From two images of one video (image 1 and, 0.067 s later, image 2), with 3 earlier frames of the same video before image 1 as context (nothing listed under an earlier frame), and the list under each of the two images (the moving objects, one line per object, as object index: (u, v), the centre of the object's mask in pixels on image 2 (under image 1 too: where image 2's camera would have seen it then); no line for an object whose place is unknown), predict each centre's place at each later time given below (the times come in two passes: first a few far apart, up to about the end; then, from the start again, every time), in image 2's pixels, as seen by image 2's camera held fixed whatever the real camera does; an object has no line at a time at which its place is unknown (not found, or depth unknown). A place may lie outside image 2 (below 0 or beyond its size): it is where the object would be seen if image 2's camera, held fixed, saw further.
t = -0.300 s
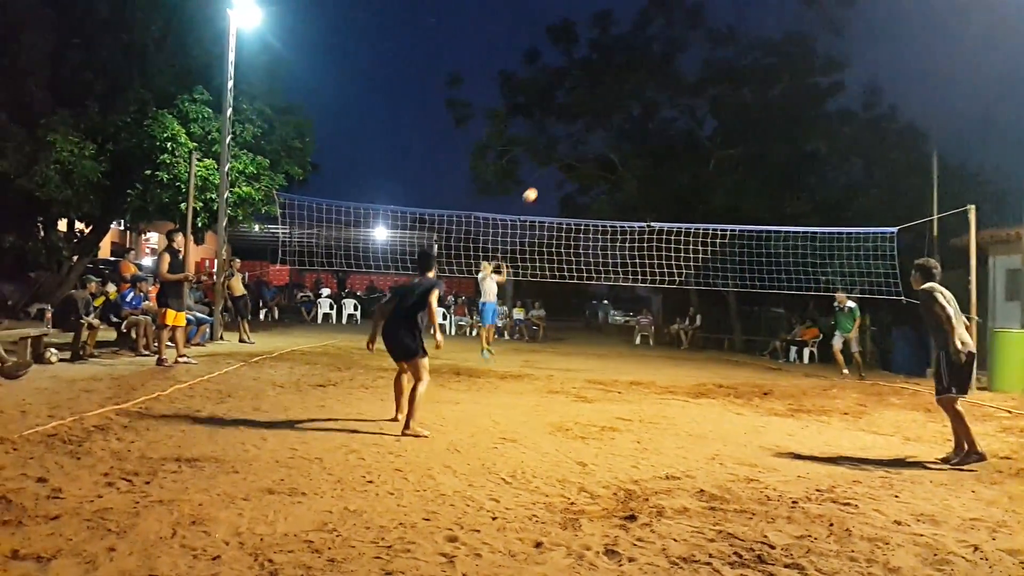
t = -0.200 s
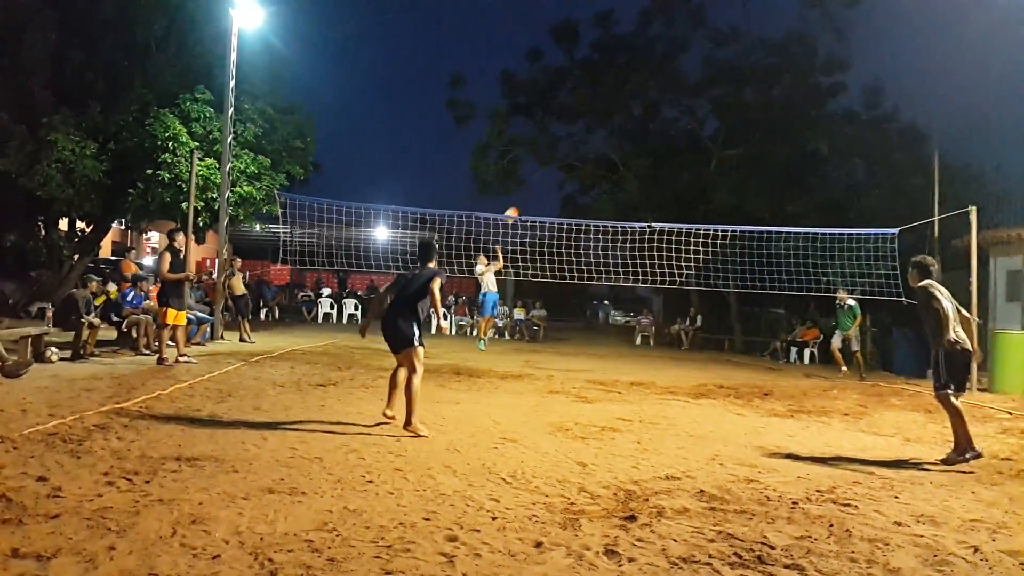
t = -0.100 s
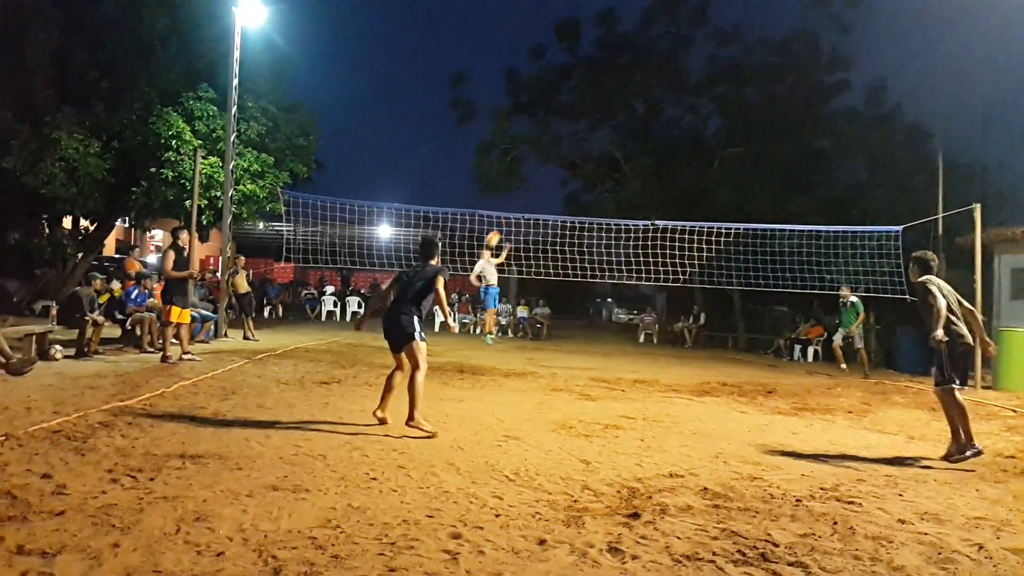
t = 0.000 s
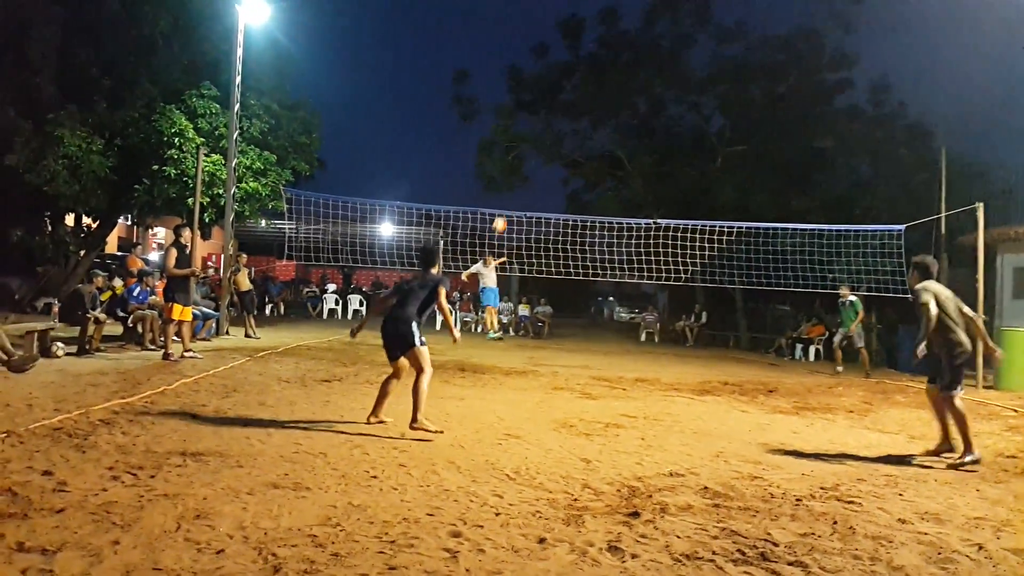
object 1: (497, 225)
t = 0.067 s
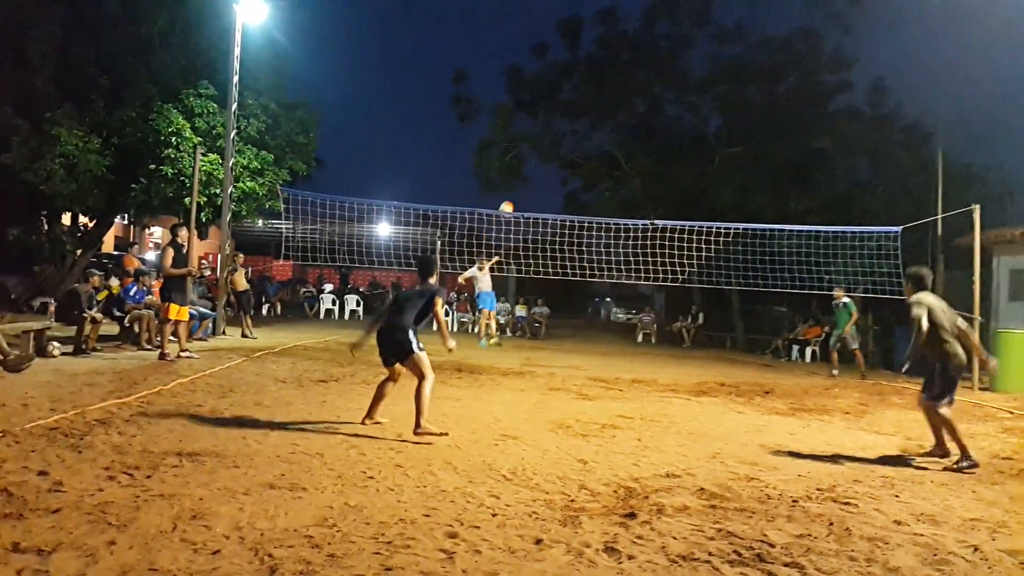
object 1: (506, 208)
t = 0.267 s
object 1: (538, 169)
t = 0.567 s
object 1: (603, 142)
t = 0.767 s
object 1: (669, 164)
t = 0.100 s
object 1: (511, 202)
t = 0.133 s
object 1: (515, 195)
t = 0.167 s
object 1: (521, 188)
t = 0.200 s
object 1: (526, 182)
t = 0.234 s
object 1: (532, 175)
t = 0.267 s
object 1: (538, 169)
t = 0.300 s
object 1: (544, 164)
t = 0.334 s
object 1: (550, 159)
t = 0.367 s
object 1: (557, 155)
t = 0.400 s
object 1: (563, 151)
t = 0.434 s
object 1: (570, 148)
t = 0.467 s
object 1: (578, 146)
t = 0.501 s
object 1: (586, 143)
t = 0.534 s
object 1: (594, 142)
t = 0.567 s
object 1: (603, 142)
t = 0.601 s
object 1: (612, 143)
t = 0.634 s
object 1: (622, 145)
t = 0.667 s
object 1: (633, 148)
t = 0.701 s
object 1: (644, 152)
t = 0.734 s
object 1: (656, 157)
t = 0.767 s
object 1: (669, 164)
